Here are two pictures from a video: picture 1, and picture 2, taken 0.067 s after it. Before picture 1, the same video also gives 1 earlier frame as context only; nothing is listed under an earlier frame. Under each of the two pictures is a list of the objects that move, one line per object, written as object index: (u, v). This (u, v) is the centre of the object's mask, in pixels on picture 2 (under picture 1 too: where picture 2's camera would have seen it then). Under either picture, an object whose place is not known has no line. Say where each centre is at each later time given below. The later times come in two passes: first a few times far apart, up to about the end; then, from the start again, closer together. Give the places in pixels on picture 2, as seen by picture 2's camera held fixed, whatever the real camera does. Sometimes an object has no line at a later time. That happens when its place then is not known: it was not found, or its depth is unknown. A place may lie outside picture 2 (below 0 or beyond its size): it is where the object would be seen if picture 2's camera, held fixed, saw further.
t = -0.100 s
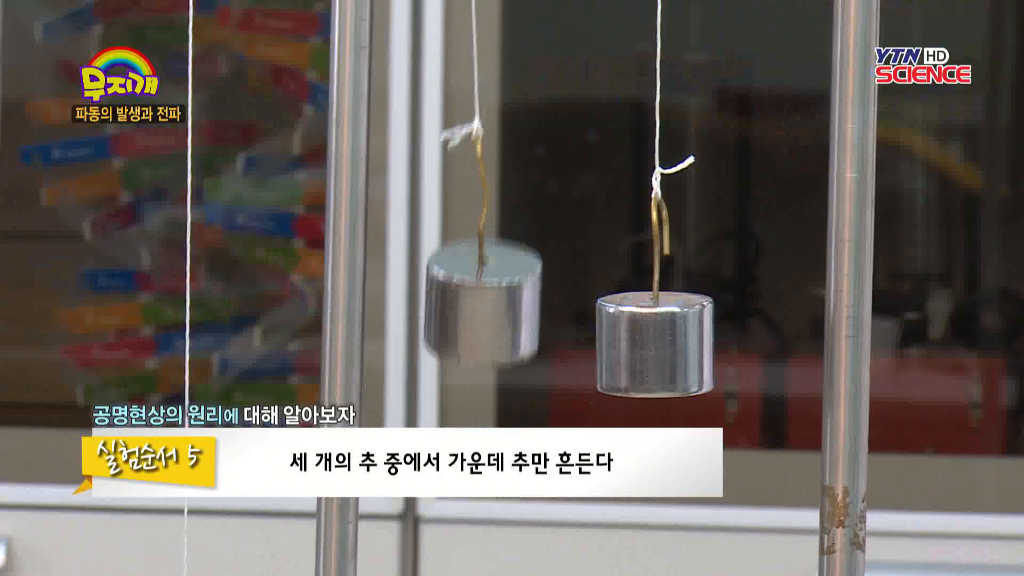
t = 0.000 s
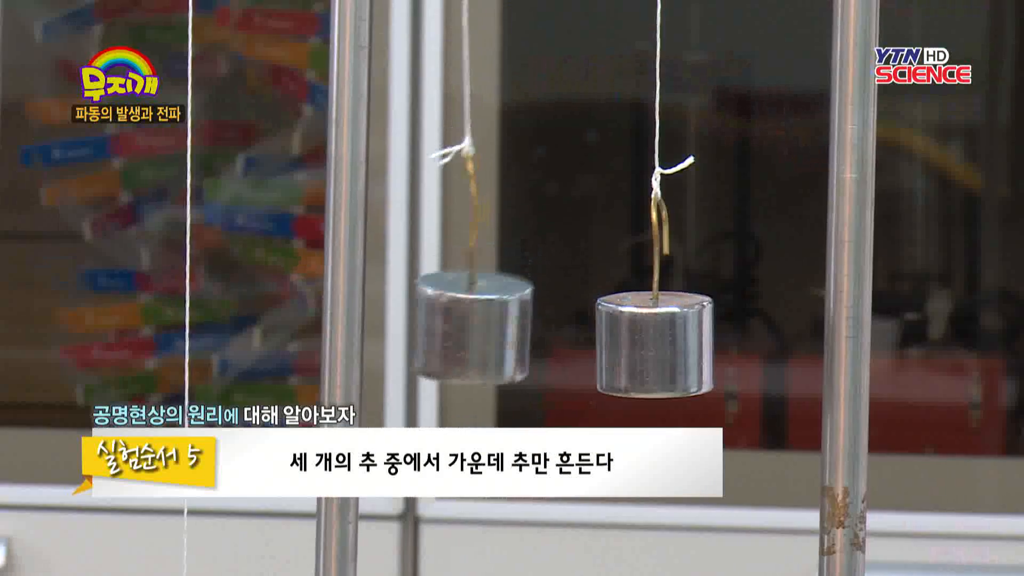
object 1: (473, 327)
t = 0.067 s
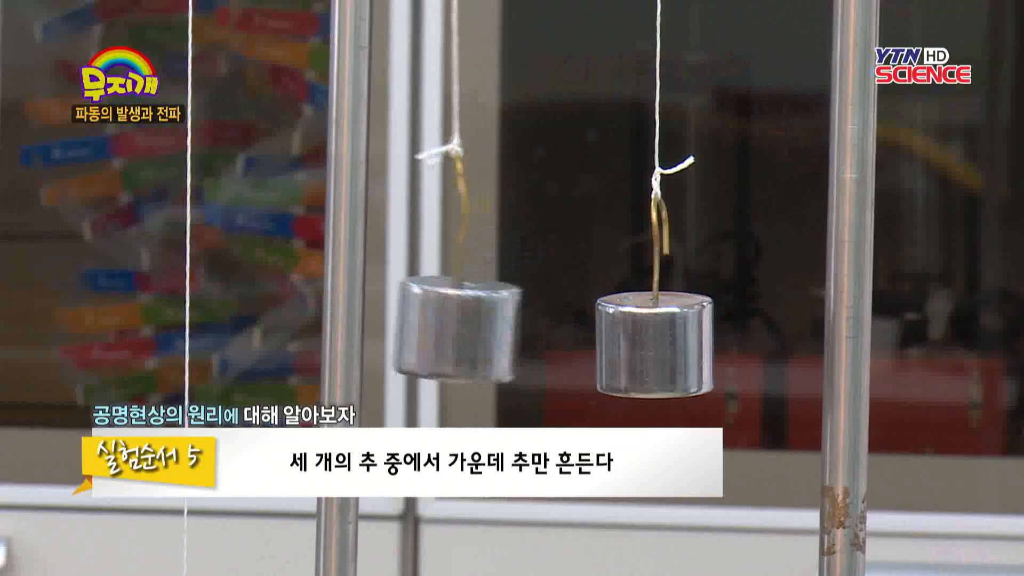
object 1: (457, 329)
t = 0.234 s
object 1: (410, 301)
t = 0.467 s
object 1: (357, 309)
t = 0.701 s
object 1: (380, 324)
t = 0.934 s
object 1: (450, 255)
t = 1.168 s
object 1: (491, 282)
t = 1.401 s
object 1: (458, 331)
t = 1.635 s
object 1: (381, 293)
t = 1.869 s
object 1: (347, 320)
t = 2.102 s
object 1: (401, 301)
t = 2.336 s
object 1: (477, 248)
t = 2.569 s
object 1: (499, 303)
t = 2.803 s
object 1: (437, 320)
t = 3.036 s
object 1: (353, 291)
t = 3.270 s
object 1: (348, 327)
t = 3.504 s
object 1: (427, 279)
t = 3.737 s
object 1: (501, 253)
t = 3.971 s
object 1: (496, 320)
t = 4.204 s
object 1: (406, 307)
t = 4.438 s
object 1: (330, 298)
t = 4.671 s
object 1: (361, 323)
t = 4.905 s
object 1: (460, 263)
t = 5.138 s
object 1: (521, 271)
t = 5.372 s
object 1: (480, 327)
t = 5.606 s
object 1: (370, 296)
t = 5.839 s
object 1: (316, 312)
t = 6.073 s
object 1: (389, 310)
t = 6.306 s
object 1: (495, 252)
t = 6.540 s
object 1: (531, 292)
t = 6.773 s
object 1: (451, 326)
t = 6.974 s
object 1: (344, 294)
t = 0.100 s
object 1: (448, 327)
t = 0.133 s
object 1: (441, 321)
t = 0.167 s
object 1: (430, 313)
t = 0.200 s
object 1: (420, 307)
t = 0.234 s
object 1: (410, 301)
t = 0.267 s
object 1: (399, 295)
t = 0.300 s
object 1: (389, 293)
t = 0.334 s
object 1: (380, 292)
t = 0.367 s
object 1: (372, 294)
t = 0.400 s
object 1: (366, 297)
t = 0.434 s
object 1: (361, 302)
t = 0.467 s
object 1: (357, 309)
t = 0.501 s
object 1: (356, 316)
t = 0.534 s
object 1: (356, 323)
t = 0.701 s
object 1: (380, 324)
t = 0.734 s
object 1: (388, 316)
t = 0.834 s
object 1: (419, 281)
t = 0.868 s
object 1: (430, 269)
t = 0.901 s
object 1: (440, 260)
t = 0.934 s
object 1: (450, 255)
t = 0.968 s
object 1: (459, 249)
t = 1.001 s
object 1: (467, 248)
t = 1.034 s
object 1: (474, 250)
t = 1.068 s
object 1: (480, 254)
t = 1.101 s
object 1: (485, 261)
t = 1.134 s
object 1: (489, 271)
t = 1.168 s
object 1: (491, 282)
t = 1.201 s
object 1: (491, 294)
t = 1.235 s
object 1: (489, 305)
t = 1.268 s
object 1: (486, 315)
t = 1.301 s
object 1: (481, 323)
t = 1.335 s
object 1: (477, 328)
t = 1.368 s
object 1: (468, 332)
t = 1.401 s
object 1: (458, 331)
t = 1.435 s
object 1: (449, 328)
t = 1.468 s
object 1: (438, 322)
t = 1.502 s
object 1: (425, 315)
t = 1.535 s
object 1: (414, 308)
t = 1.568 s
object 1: (404, 302)
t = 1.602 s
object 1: (392, 296)
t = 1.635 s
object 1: (381, 293)
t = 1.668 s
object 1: (372, 292)
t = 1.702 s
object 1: (363, 293)
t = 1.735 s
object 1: (356, 295)
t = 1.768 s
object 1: (351, 300)
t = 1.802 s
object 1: (348, 307)
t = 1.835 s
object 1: (347, 313)
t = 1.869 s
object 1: (347, 320)
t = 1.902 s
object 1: (351, 325)
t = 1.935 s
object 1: (355, 329)
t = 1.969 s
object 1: (362, 329)
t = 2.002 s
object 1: (370, 327)
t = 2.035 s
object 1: (379, 321)
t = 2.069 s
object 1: (390, 313)
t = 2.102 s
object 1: (401, 301)
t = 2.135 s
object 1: (411, 291)
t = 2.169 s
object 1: (423, 281)
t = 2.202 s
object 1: (435, 268)
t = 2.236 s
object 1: (447, 261)
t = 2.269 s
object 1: (457, 254)
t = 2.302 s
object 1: (468, 248)
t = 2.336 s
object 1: (477, 248)
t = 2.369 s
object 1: (485, 250)
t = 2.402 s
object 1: (491, 255)
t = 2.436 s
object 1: (496, 261)
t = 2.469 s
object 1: (499, 270)
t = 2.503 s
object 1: (502, 281)
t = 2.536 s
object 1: (501, 292)
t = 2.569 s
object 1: (499, 303)
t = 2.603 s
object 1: (495, 313)
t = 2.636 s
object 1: (489, 321)
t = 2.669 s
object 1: (482, 327)
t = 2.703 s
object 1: (473, 330)
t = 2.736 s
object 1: (461, 329)
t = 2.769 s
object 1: (449, 326)
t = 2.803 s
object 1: (437, 320)
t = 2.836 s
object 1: (423, 313)
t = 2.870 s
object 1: (411, 307)
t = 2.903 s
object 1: (398, 301)
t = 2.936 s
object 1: (385, 296)
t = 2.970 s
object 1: (374, 293)
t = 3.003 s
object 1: (363, 291)
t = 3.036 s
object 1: (353, 291)
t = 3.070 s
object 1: (346, 294)
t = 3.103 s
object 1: (341, 299)
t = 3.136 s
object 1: (338, 305)
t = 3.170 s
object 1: (338, 312)
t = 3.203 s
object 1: (339, 318)
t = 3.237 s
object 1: (342, 324)
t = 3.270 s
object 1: (348, 327)
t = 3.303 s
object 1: (356, 328)
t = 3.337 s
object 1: (366, 324)
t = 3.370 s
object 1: (377, 321)
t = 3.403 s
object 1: (389, 312)
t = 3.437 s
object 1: (404, 301)
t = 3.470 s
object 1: (418, 289)
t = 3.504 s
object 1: (427, 279)
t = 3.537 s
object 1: (442, 270)
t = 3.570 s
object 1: (453, 262)
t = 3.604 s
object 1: (465, 255)
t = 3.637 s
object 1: (477, 250)
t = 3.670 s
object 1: (486, 247)
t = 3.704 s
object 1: (495, 248)
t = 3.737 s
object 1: (501, 253)
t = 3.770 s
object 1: (504, 260)
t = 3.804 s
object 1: (510, 270)
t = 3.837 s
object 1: (511, 280)
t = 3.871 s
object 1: (511, 292)
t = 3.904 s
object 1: (507, 302)
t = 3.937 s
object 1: (504, 312)
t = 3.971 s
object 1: (496, 320)
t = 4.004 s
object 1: (488, 327)
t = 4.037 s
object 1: (476, 328)
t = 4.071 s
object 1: (463, 328)
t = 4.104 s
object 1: (450, 325)
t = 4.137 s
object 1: (437, 320)
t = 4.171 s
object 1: (422, 314)
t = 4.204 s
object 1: (406, 307)
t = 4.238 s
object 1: (393, 301)
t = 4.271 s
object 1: (378, 296)
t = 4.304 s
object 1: (365, 292)
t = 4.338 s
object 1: (352, 290)
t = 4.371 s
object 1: (343, 292)
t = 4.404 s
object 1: (335, 293)
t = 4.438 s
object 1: (330, 298)
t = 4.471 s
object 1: (327, 303)
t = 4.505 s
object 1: (327, 310)
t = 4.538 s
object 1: (330, 318)
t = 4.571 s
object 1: (334, 323)
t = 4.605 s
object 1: (341, 325)
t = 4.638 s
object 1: (350, 326)
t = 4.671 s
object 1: (361, 323)
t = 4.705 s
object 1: (374, 319)
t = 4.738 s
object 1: (390, 312)
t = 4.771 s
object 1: (403, 300)
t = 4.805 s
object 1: (418, 292)
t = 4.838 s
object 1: (431, 280)
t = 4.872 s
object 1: (447, 270)
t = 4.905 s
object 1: (460, 263)
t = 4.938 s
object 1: (474, 257)
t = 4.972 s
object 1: (486, 252)
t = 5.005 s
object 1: (497, 251)
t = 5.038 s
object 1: (504, 250)
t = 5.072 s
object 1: (512, 254)
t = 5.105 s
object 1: (518, 262)
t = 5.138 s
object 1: (521, 271)
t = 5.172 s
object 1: (521, 281)
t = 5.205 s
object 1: (521, 292)
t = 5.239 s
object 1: (517, 302)
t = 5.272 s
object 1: (512, 312)
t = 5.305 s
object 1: (503, 320)
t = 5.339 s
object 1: (492, 325)
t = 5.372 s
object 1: (480, 327)
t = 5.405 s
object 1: (465, 328)
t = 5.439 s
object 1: (449, 325)
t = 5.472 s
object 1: (436, 321)
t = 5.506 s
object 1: (419, 315)
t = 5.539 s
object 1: (402, 307)
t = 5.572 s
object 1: (385, 301)
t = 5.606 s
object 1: (370, 296)
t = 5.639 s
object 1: (355, 293)
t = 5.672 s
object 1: (342, 292)
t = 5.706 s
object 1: (332, 292)
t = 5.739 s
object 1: (325, 294)
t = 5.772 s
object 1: (320, 299)
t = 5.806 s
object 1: (316, 305)
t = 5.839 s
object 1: (316, 312)
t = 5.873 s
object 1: (318, 317)
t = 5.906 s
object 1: (324, 321)
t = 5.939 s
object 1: (333, 325)
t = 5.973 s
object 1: (345, 326)
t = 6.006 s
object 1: (357, 321)
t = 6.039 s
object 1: (372, 317)
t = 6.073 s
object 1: (389, 310)
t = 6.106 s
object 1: (403, 301)
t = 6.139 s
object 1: (418, 291)
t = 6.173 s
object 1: (434, 281)
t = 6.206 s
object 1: (452, 273)
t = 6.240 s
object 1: (467, 262)
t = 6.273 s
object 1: (482, 257)
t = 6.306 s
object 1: (495, 252)
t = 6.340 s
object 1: (505, 251)
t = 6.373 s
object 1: (515, 252)
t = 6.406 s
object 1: (523, 256)
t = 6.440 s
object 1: (528, 262)
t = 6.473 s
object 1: (531, 271)
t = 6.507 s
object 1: (532, 281)
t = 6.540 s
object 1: (531, 292)
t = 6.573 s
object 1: (527, 302)
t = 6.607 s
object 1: (520, 311)
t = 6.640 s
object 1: (511, 319)
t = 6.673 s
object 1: (498, 325)
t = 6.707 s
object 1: (484, 328)
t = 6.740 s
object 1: (469, 327)
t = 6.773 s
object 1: (451, 326)
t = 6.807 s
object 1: (432, 320)
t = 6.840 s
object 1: (416, 314)
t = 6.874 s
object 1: (397, 306)
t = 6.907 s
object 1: (377, 300)
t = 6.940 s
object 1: (360, 295)
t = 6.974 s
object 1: (344, 294)
